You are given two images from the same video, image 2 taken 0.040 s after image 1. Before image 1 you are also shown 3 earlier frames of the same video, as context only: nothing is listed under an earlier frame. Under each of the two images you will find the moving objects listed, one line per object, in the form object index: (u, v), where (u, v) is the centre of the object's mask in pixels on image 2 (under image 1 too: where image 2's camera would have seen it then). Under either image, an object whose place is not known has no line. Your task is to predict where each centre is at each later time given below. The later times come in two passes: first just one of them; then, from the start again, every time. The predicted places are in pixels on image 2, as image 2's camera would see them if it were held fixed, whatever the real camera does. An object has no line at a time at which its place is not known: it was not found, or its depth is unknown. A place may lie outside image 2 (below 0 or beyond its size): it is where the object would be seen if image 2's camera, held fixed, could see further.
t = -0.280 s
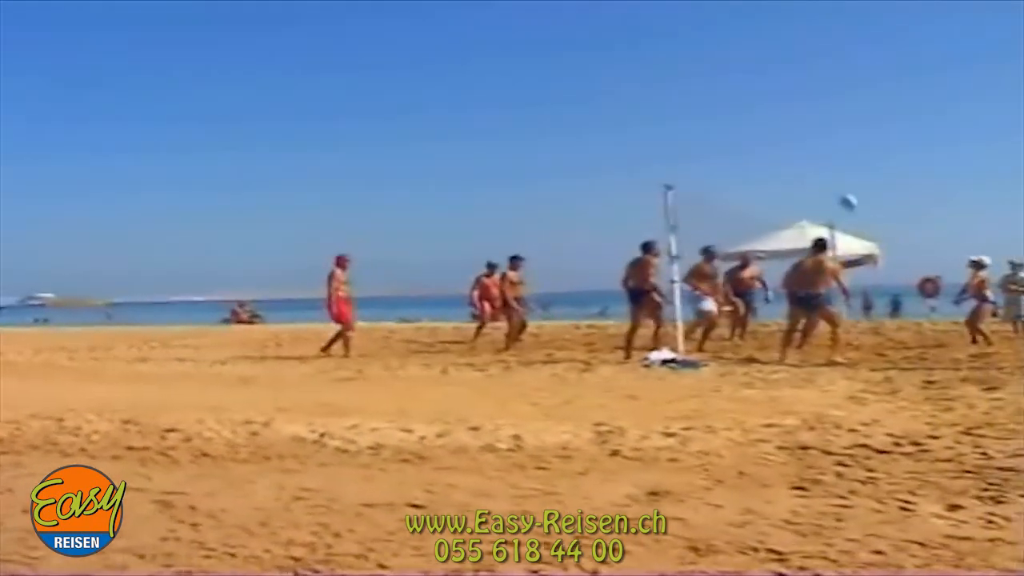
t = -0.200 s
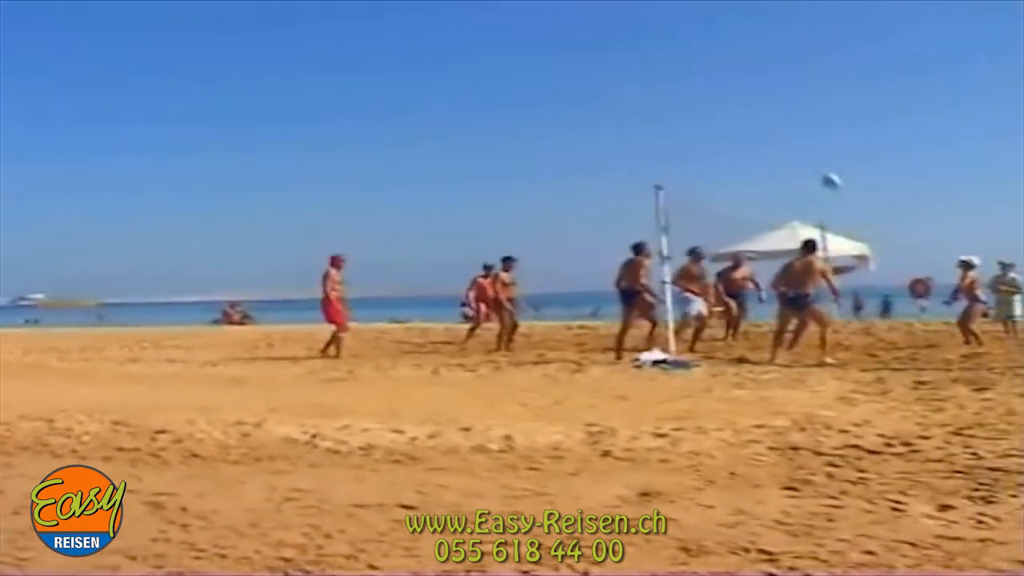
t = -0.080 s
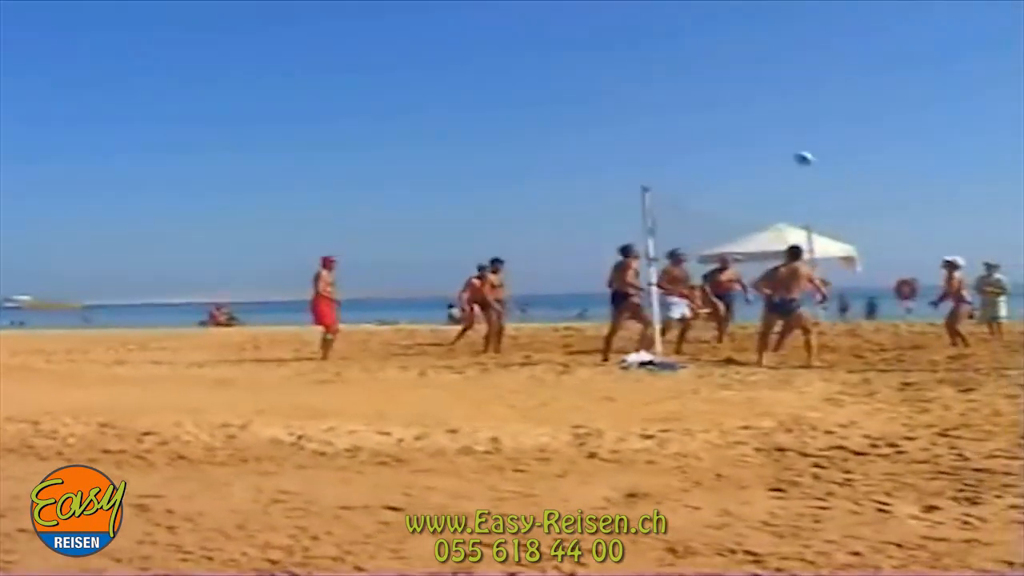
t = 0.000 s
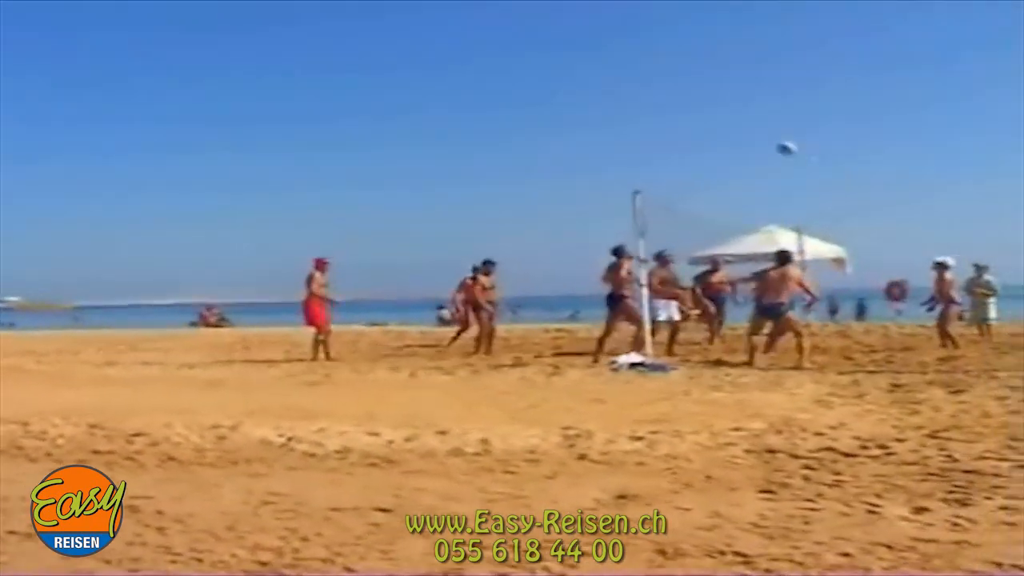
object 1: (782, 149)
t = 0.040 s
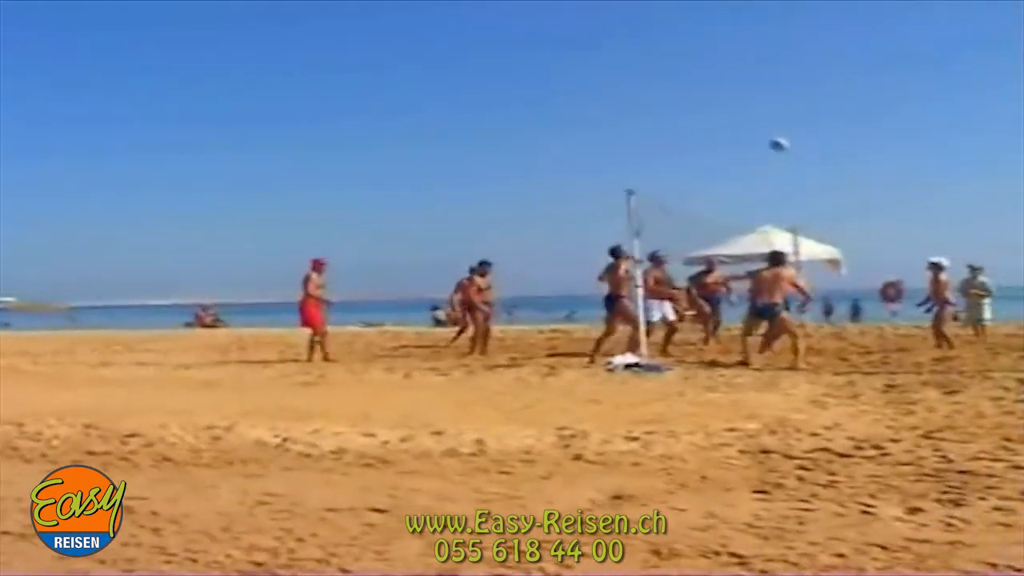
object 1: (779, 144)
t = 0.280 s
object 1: (750, 136)
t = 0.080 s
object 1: (773, 140)
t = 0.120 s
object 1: (769, 137)
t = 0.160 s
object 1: (764, 135)
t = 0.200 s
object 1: (760, 135)
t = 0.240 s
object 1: (755, 135)
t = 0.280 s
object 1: (750, 136)
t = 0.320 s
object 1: (748, 138)
